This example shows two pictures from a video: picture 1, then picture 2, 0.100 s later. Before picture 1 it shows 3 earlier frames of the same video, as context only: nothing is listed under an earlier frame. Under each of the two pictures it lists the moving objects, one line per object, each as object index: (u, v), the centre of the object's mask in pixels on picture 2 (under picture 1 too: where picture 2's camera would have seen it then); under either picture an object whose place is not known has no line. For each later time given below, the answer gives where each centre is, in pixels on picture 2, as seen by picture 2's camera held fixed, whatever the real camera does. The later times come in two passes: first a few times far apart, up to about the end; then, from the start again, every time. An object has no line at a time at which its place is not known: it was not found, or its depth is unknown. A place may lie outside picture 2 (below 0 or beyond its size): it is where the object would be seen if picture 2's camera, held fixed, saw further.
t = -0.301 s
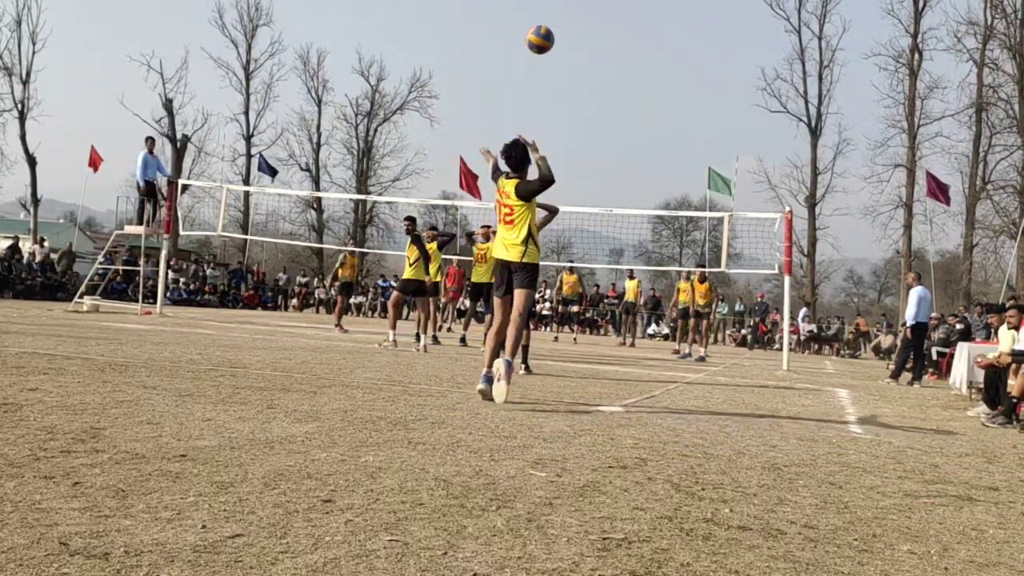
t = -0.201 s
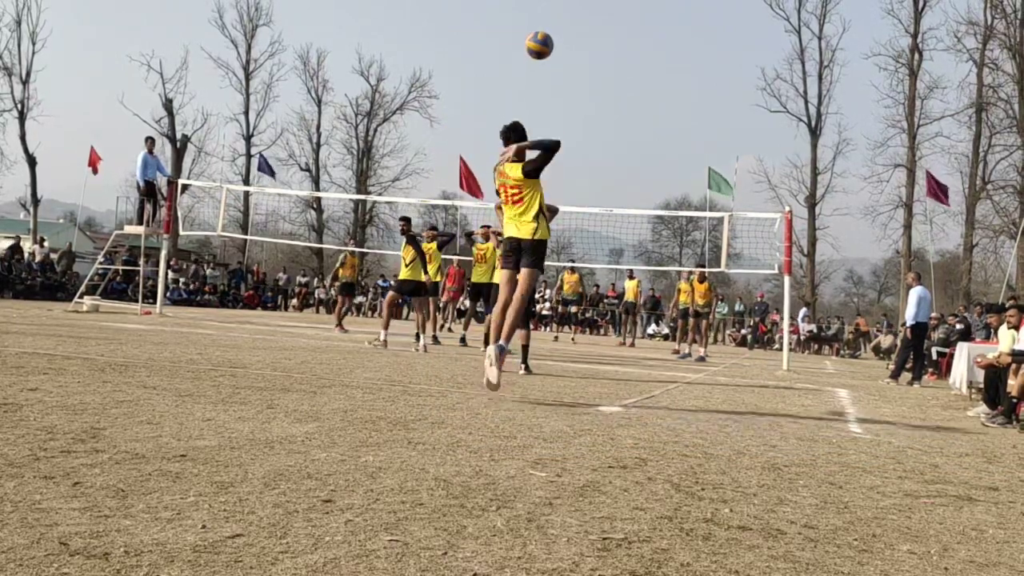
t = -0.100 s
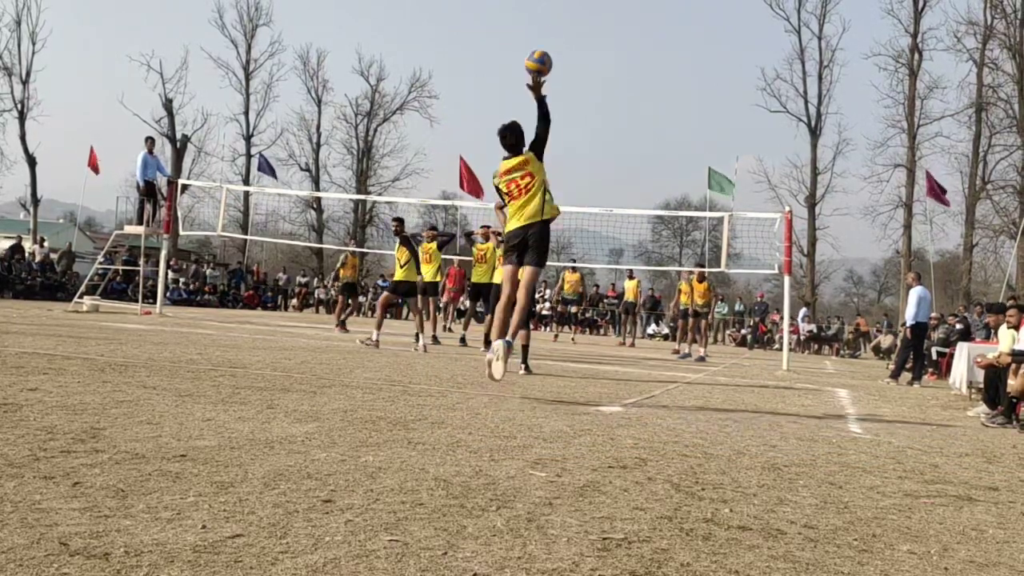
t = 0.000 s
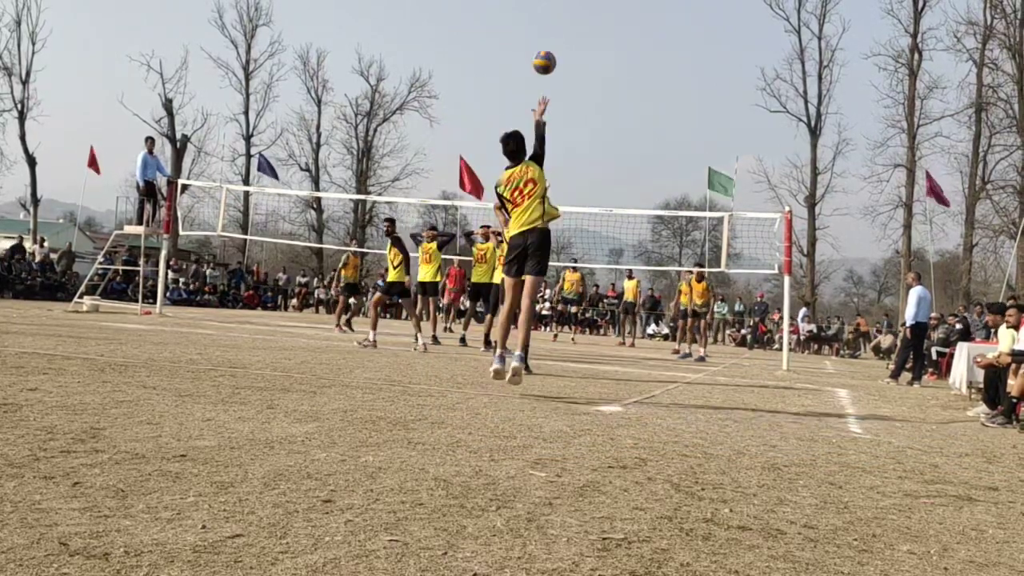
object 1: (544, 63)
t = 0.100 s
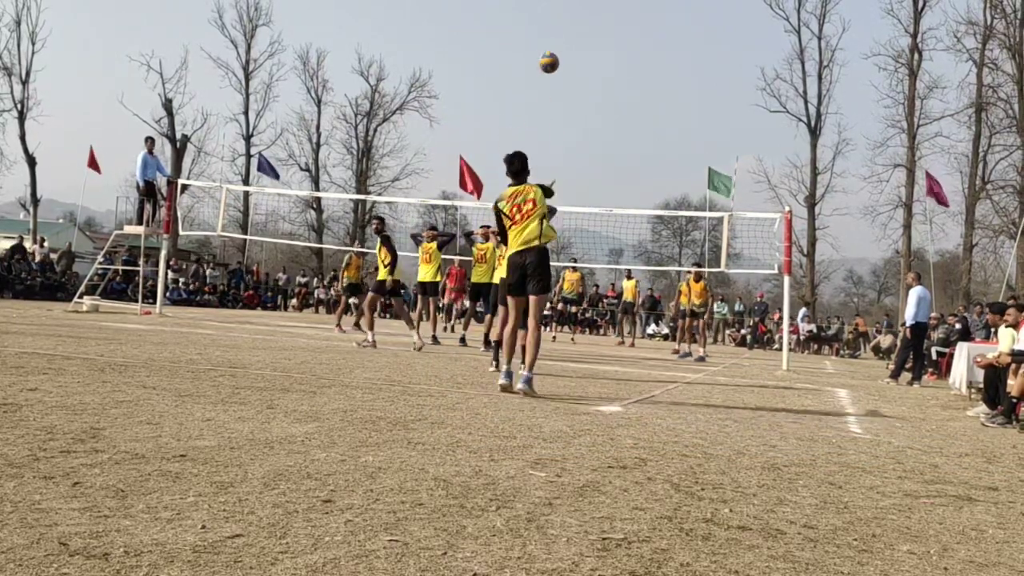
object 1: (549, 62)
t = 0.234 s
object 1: (551, 77)
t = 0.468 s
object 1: (549, 122)
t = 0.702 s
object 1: (546, 176)
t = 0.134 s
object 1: (550, 65)
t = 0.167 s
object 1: (550, 68)
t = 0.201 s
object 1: (551, 72)
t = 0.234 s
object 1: (551, 77)
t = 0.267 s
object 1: (552, 82)
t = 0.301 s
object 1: (552, 87)
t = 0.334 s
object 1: (551, 94)
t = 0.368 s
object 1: (551, 100)
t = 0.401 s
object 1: (550, 107)
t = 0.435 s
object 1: (550, 115)
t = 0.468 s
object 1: (549, 122)
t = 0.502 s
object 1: (549, 130)
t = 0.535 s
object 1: (548, 137)
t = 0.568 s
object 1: (547, 145)
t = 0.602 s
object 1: (547, 153)
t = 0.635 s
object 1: (546, 160)
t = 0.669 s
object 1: (546, 168)
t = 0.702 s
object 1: (546, 176)
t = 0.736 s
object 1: (546, 184)
